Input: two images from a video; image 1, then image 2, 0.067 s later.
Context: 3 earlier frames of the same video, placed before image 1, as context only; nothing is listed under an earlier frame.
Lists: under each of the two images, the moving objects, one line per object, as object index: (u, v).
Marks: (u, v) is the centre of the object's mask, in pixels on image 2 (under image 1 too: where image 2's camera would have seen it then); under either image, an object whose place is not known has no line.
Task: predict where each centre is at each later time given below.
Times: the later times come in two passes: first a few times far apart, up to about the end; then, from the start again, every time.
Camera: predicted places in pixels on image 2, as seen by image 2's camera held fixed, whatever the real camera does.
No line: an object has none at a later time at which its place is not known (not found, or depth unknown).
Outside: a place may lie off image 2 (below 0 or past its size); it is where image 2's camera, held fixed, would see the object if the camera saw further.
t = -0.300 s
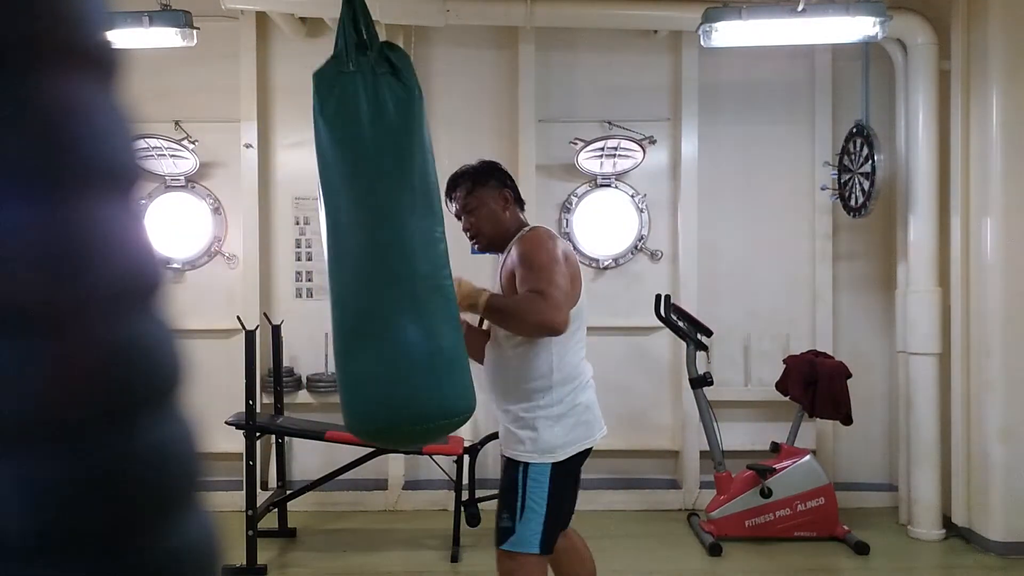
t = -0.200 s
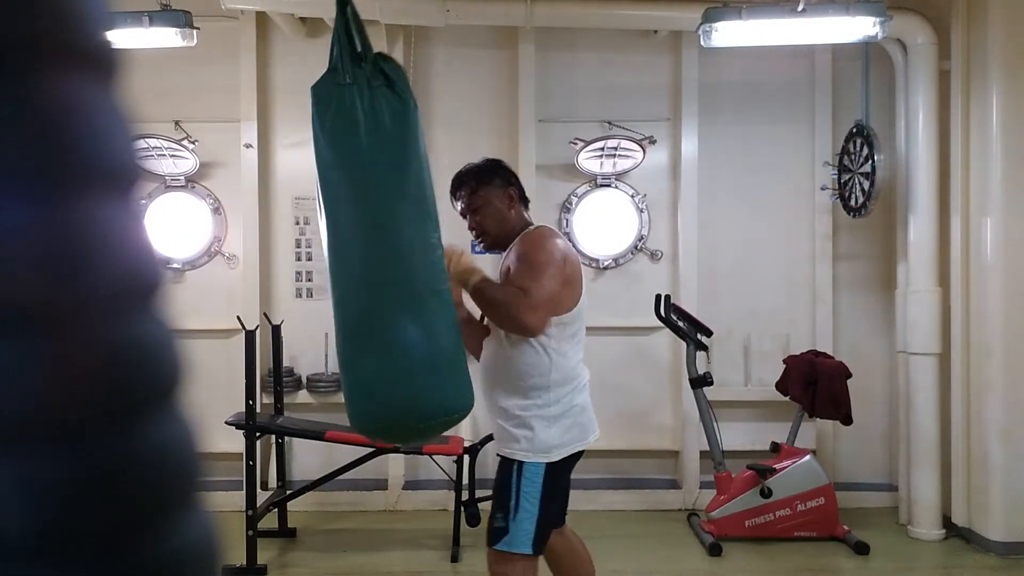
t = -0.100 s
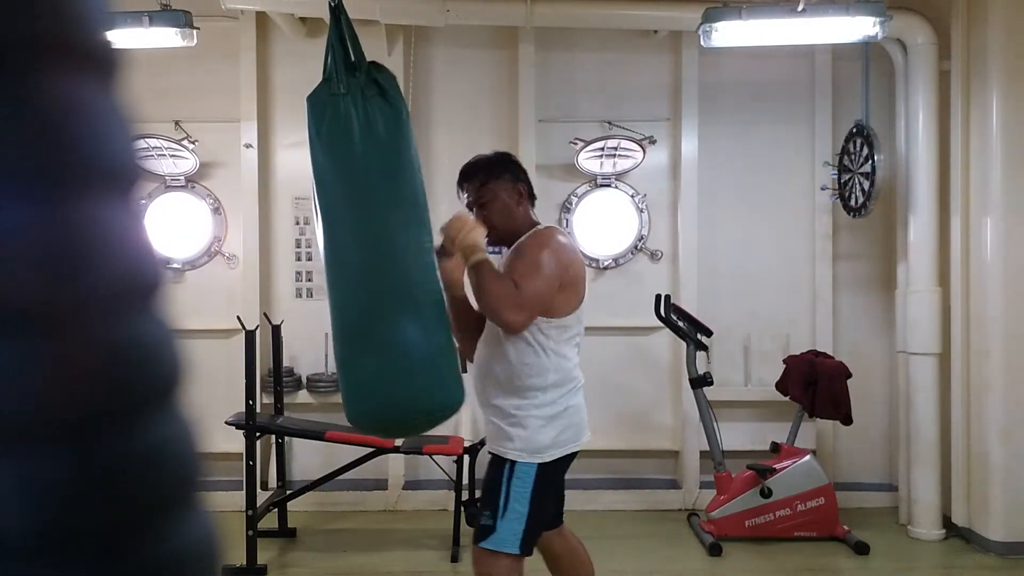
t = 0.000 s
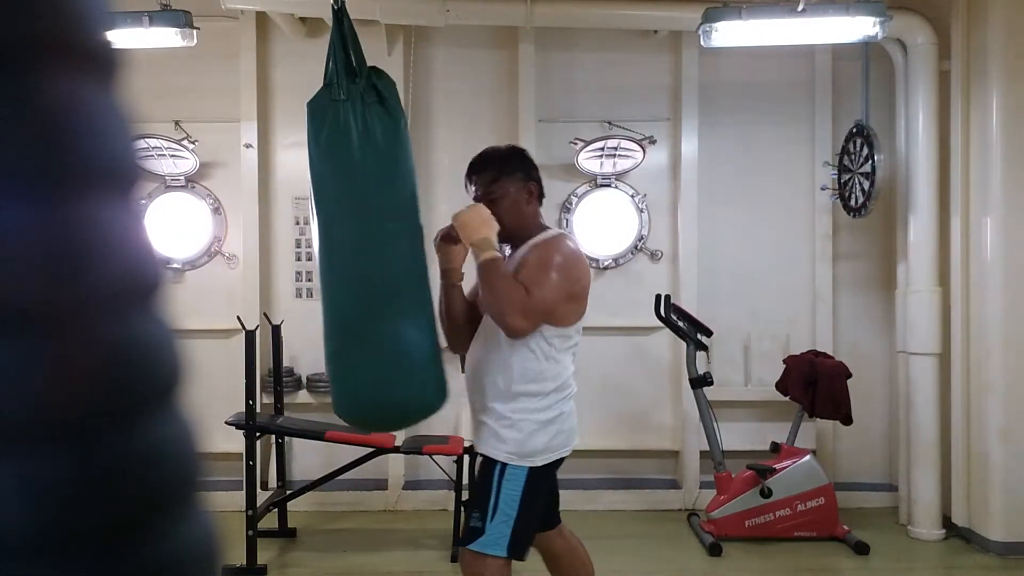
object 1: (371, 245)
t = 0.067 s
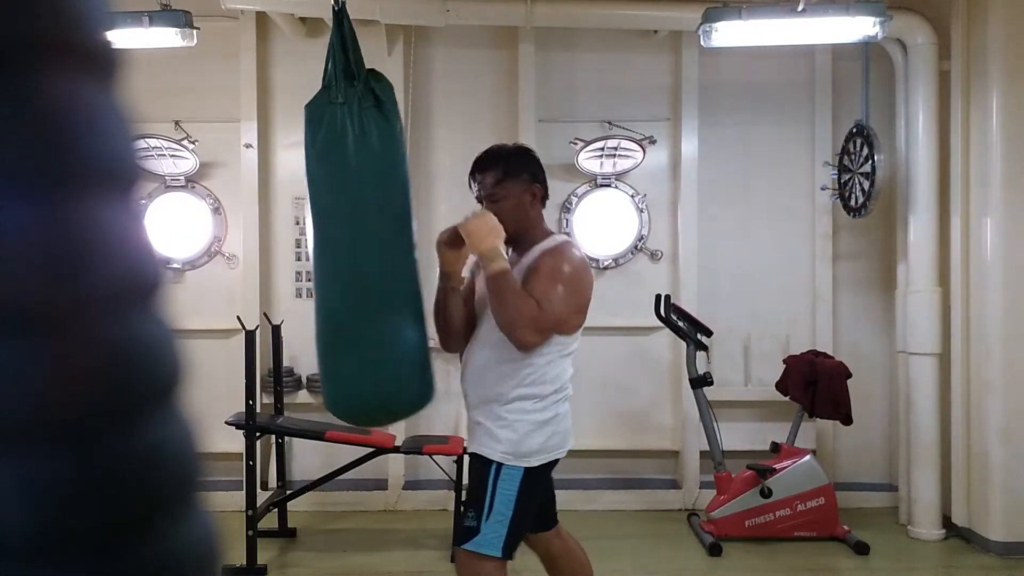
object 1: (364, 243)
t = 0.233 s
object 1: (338, 241)
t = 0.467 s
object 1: (301, 233)
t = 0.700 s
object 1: (262, 236)
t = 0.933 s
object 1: (238, 241)
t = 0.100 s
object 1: (359, 242)
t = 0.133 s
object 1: (355, 241)
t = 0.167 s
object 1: (349, 241)
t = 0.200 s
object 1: (344, 240)
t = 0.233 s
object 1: (338, 241)
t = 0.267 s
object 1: (332, 238)
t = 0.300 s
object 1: (327, 237)
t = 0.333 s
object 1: (322, 238)
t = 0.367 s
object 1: (317, 235)
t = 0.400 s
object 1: (311, 235)
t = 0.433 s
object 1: (306, 234)
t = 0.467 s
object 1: (301, 233)
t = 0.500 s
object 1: (295, 233)
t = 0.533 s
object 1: (290, 235)
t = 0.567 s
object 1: (284, 235)
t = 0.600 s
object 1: (278, 234)
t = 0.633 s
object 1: (273, 234)
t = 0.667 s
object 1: (267, 235)
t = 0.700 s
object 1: (262, 236)
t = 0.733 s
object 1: (258, 237)
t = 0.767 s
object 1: (254, 237)
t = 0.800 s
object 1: (250, 239)
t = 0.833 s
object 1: (247, 240)
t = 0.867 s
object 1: (243, 241)
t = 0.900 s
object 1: (240, 241)
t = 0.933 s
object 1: (238, 241)
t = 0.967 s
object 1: (236, 241)
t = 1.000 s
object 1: (235, 241)
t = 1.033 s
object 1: (234, 240)
